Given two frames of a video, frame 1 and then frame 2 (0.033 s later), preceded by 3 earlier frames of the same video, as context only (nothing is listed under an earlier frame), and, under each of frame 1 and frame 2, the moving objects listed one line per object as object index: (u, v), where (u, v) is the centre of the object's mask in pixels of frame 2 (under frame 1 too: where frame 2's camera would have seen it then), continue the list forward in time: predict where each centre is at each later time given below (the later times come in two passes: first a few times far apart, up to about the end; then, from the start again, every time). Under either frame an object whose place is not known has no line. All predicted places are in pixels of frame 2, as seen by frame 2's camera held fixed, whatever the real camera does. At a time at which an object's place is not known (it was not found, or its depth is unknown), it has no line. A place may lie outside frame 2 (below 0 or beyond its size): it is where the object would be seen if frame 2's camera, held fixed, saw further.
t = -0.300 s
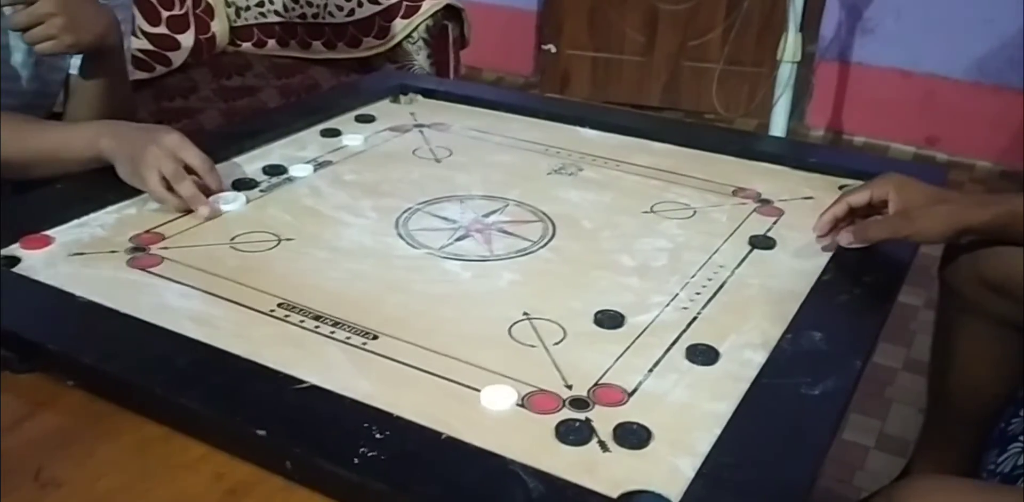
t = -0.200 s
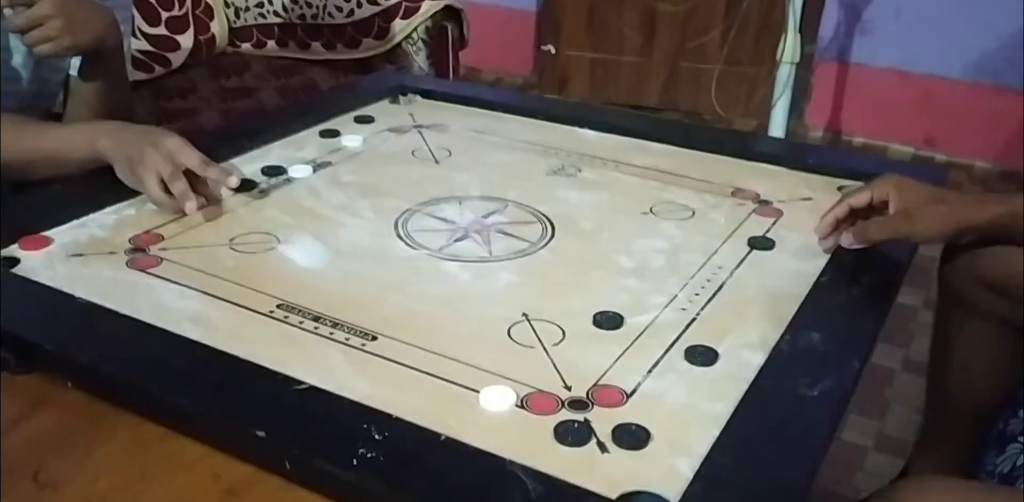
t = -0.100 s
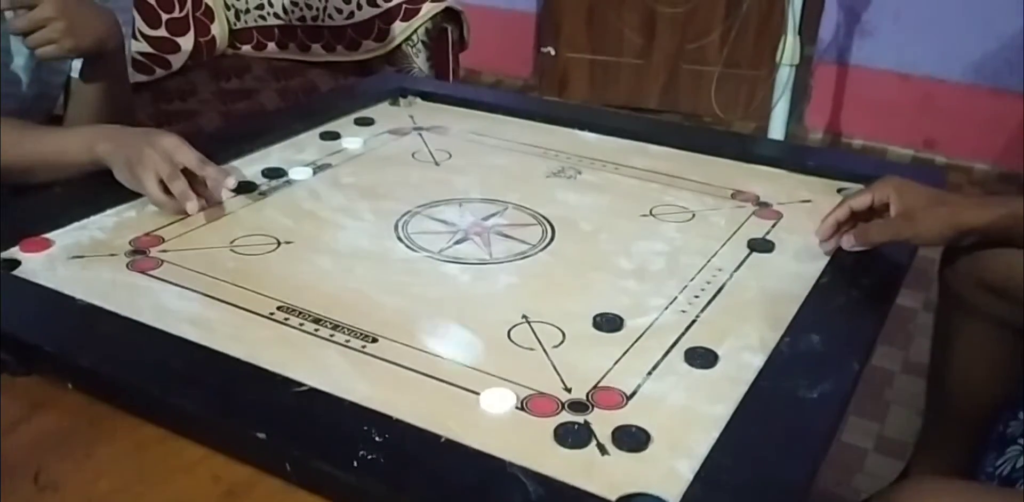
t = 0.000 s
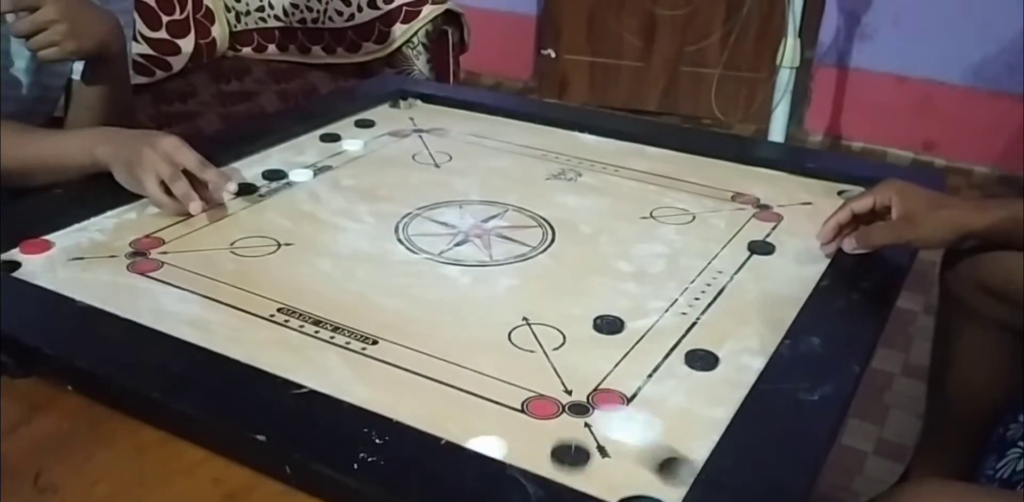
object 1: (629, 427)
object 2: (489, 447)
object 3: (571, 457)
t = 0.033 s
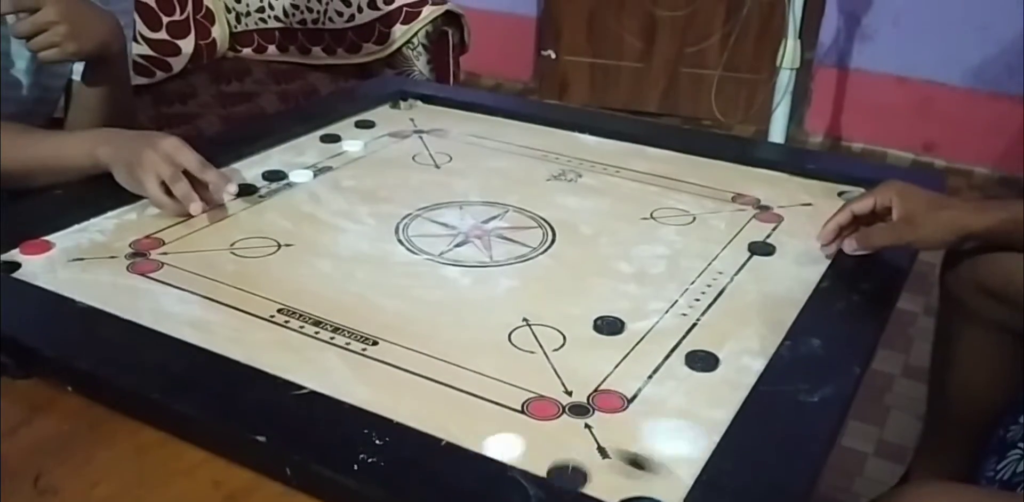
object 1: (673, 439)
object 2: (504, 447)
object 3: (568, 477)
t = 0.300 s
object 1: (610, 388)
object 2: (422, 387)
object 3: (602, 476)
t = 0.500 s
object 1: (605, 385)
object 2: (413, 383)
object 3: (602, 477)
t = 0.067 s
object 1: (682, 434)
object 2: (519, 444)
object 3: (573, 482)
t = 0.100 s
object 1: (665, 423)
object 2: (511, 435)
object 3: (585, 481)
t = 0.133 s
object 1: (651, 414)
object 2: (488, 423)
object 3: (593, 479)
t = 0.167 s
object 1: (638, 406)
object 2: (469, 413)
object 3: (599, 477)
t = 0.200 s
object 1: (627, 398)
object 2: (452, 404)
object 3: (601, 476)
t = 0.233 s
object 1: (619, 393)
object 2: (439, 397)
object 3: (602, 476)
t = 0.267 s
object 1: (613, 389)
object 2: (429, 391)
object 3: (602, 476)
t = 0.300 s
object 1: (610, 388)
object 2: (422, 387)
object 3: (602, 476)
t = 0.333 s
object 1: (607, 386)
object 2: (417, 385)
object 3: (602, 476)
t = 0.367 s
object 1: (606, 385)
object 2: (414, 383)
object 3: (602, 476)
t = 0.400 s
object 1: (606, 385)
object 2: (413, 383)
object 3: (602, 476)
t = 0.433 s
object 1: (606, 385)
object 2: (413, 383)
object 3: (602, 476)
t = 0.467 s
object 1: (606, 385)
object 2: (413, 383)
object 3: (602, 476)
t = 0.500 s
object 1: (605, 385)
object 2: (413, 383)
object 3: (602, 477)
